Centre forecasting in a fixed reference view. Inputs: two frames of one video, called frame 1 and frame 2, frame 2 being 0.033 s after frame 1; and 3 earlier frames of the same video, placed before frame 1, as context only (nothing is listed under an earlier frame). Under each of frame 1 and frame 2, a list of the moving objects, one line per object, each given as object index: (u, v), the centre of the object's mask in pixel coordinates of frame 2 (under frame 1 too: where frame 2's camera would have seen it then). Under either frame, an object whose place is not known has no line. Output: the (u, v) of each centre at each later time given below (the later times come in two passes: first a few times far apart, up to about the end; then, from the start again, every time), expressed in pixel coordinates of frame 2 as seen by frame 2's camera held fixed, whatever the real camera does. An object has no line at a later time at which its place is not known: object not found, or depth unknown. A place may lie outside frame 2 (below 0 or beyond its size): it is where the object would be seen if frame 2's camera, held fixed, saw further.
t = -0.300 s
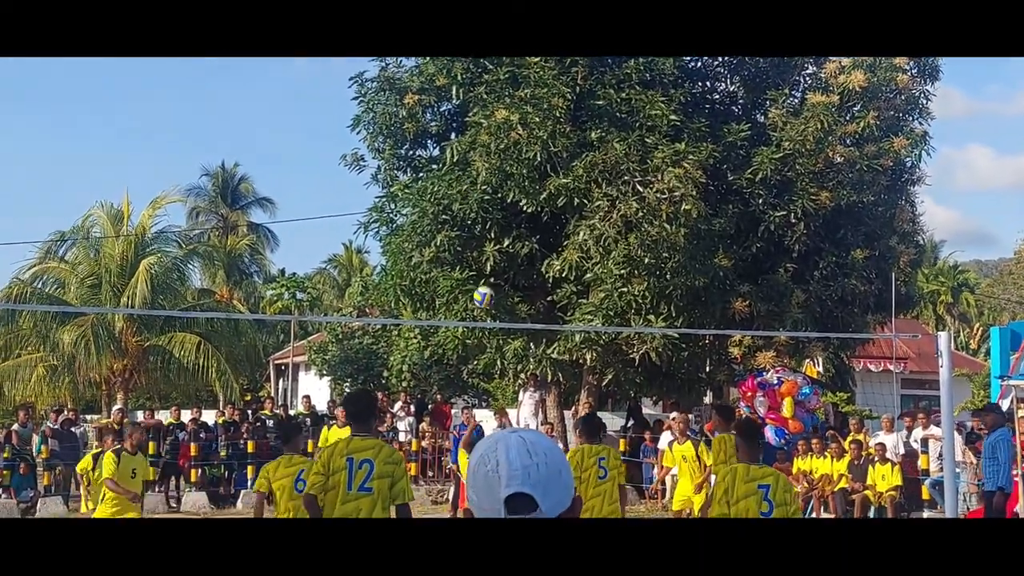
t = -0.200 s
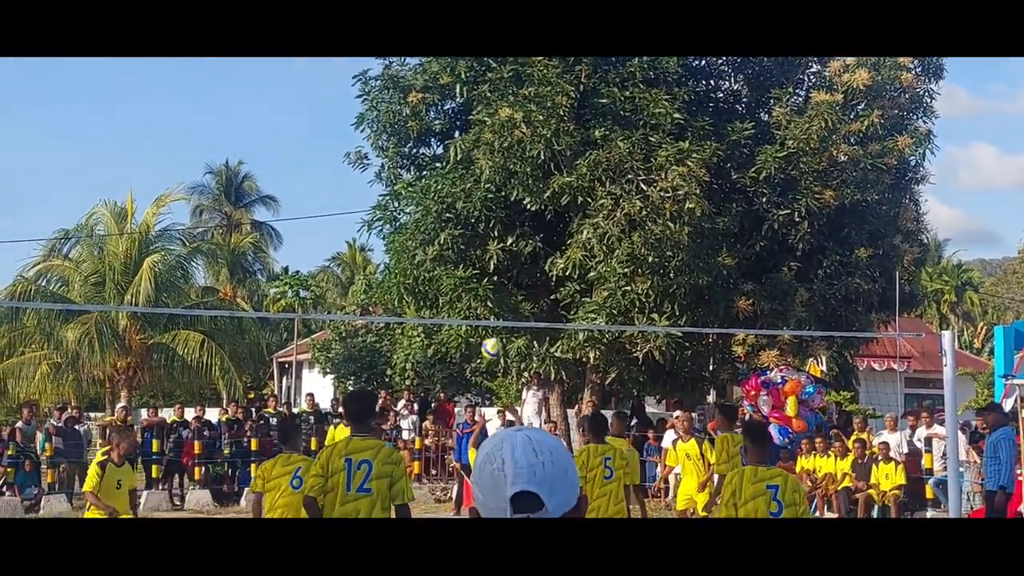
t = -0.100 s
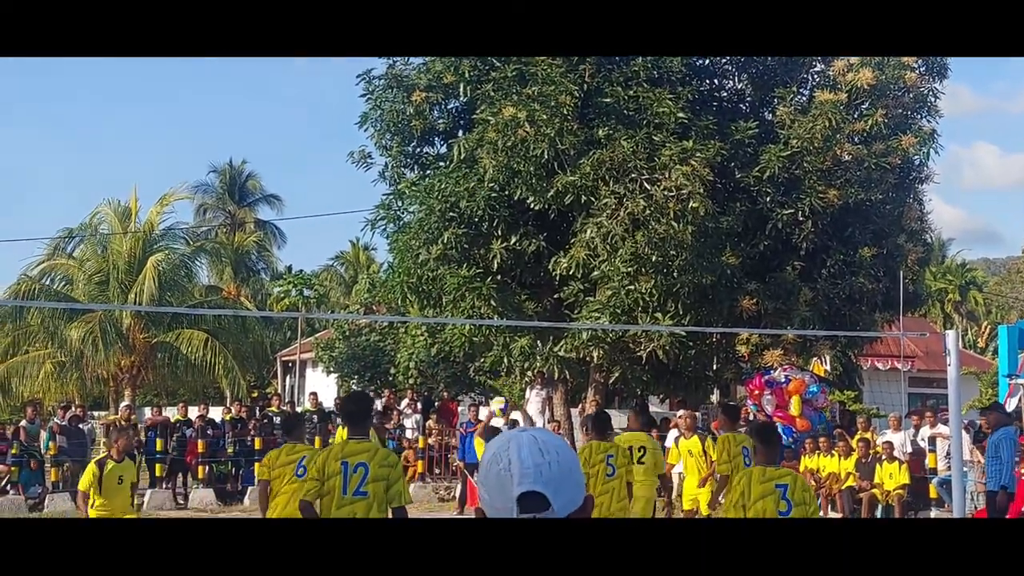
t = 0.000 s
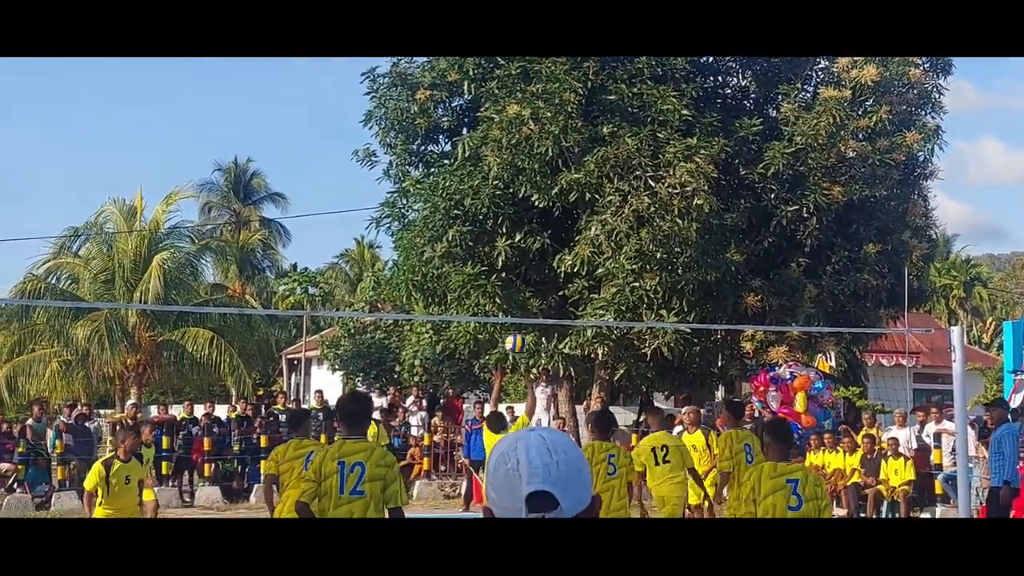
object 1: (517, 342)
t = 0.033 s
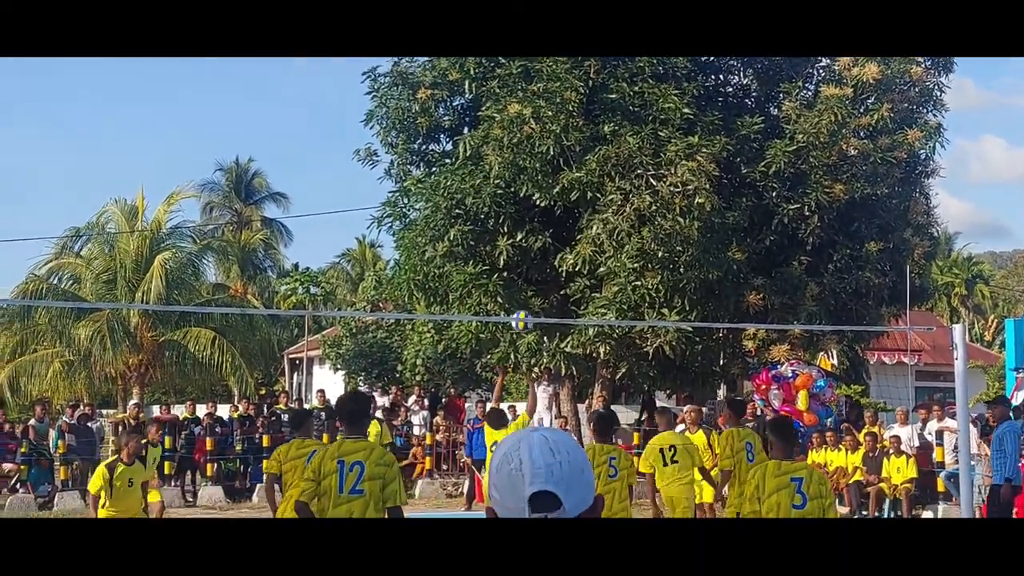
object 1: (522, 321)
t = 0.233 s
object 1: (546, 213)
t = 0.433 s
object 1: (571, 148)
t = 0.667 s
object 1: (599, 122)
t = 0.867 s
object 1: (619, 141)
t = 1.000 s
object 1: (634, 175)
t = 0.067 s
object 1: (526, 300)
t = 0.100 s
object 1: (530, 280)
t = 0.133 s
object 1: (535, 262)
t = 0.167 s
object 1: (538, 244)
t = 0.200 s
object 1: (542, 227)
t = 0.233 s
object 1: (546, 213)
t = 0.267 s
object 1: (551, 200)
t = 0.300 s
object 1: (554, 187)
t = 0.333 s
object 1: (559, 175)
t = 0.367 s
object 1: (562, 164)
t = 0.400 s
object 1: (568, 156)
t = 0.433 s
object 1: (571, 148)
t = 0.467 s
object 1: (576, 141)
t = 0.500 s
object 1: (579, 135)
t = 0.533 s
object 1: (583, 130)
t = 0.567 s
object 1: (587, 126)
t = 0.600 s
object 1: (591, 124)
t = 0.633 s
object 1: (595, 122)
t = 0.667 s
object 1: (599, 122)
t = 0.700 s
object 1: (602, 122)
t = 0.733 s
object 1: (605, 124)
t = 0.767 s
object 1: (609, 126)
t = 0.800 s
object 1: (612, 130)
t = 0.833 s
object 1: (616, 135)
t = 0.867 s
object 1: (619, 141)
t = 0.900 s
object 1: (623, 148)
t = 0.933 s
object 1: (627, 155)
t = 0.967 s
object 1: (631, 165)
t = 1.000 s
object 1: (634, 175)
